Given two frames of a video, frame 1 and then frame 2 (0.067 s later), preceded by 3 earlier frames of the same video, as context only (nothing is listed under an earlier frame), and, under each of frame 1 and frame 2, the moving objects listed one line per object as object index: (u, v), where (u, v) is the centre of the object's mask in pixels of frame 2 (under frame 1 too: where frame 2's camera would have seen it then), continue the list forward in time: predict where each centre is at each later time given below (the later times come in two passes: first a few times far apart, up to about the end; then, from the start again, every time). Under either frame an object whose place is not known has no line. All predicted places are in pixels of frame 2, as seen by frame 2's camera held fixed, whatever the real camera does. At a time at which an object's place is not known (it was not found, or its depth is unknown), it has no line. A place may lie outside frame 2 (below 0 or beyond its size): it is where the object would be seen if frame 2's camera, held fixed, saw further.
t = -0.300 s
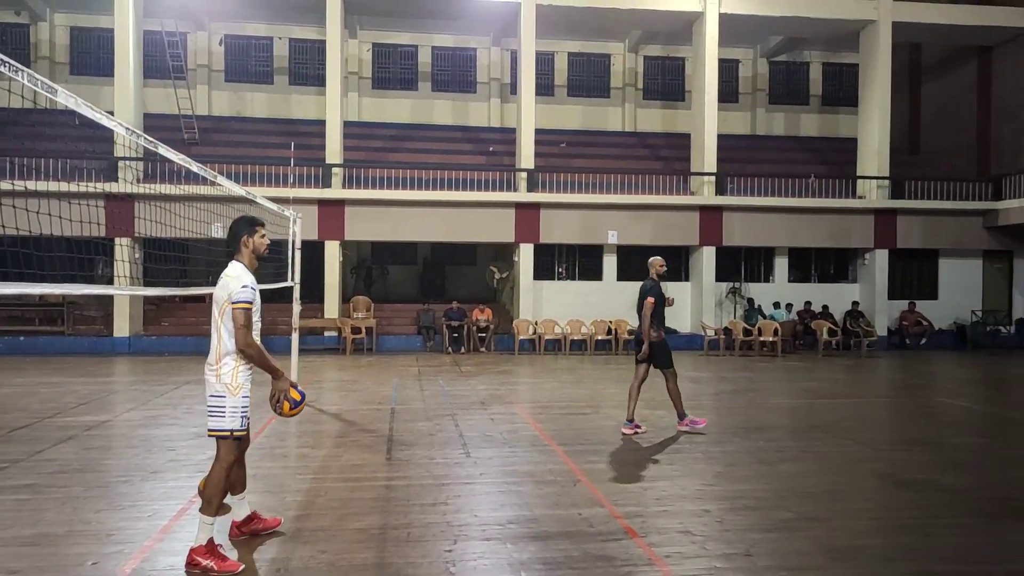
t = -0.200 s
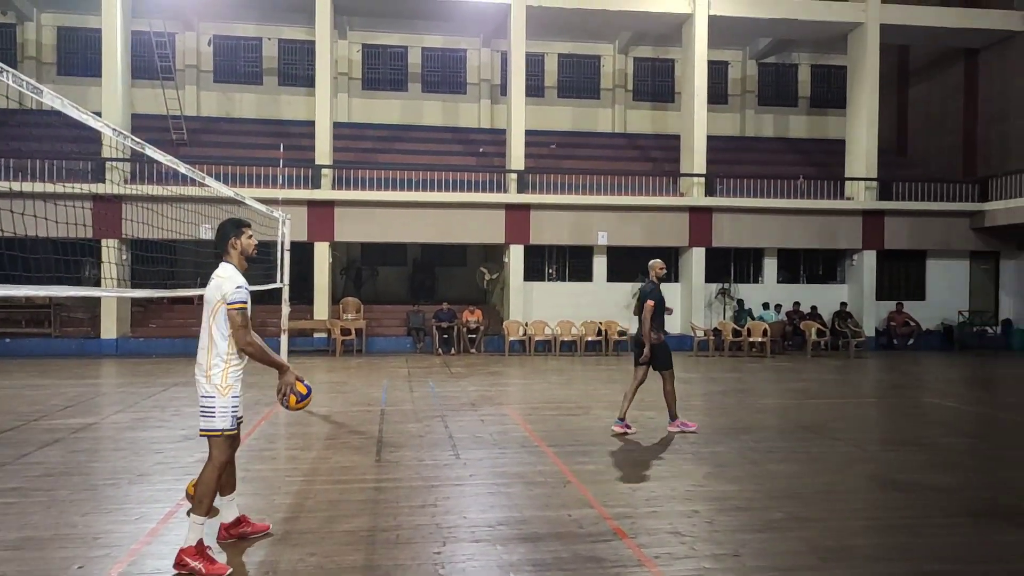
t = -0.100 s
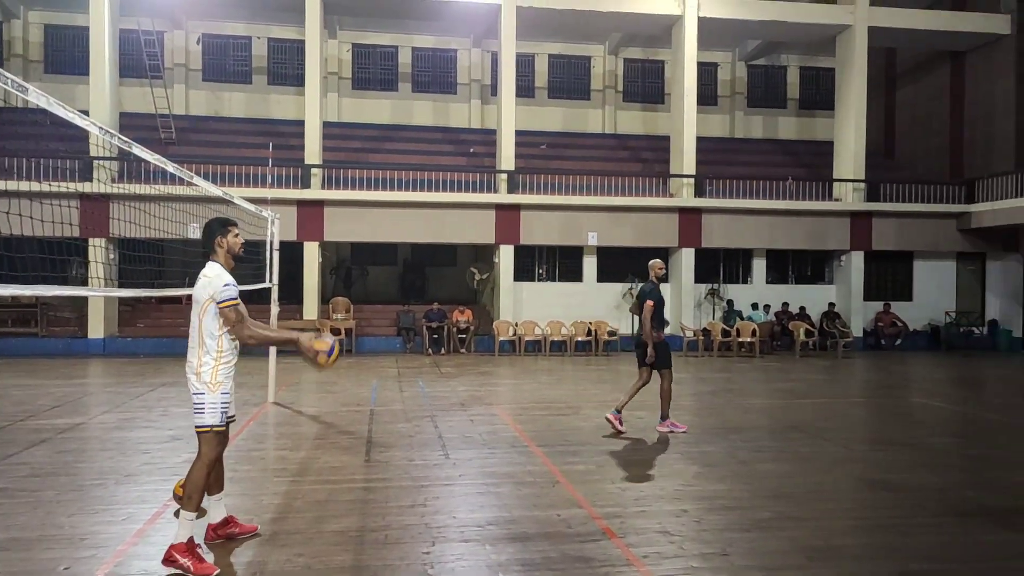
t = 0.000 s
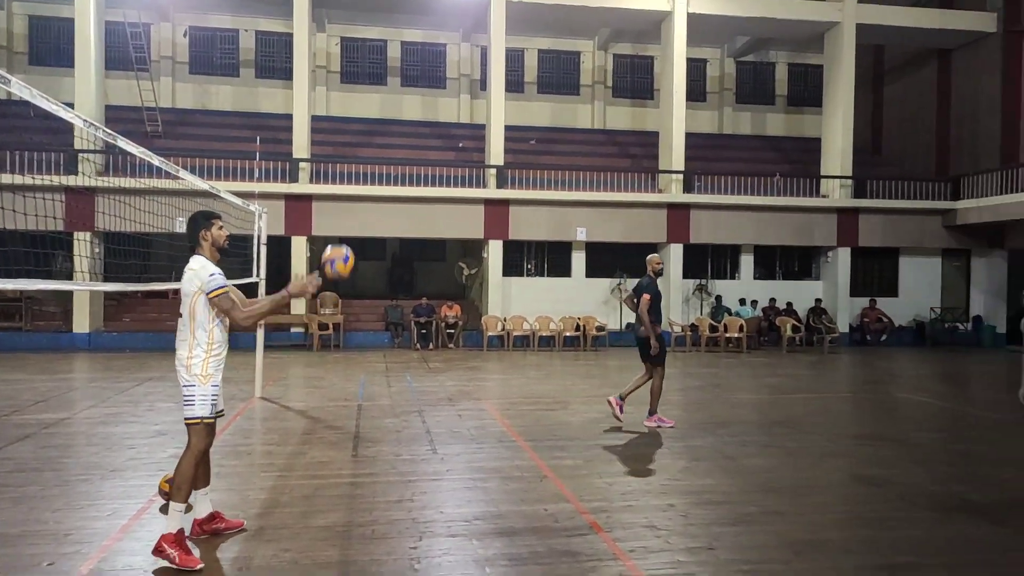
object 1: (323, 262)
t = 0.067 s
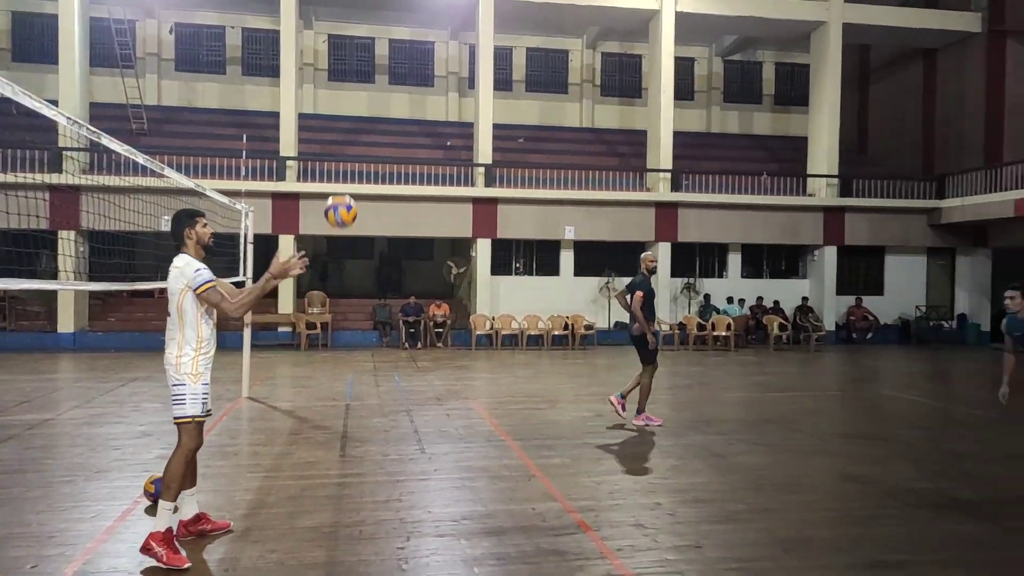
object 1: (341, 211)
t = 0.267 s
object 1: (379, 109)
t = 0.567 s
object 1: (433, 73)
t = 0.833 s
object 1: (483, 144)
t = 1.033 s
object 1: (517, 252)
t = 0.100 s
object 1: (347, 190)
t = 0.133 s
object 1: (354, 169)
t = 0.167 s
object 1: (361, 152)
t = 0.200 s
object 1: (367, 136)
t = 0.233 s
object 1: (373, 123)
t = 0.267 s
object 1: (379, 109)
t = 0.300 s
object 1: (386, 100)
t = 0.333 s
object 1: (392, 91)
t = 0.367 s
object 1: (398, 83)
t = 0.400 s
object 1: (403, 78)
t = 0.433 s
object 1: (409, 73)
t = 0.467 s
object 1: (415, 71)
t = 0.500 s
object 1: (421, 70)
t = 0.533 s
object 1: (427, 71)
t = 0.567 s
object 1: (433, 73)
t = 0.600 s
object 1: (439, 77)
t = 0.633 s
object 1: (446, 82)
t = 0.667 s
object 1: (452, 89)
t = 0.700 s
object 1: (459, 97)
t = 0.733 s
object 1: (464, 106)
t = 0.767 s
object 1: (470, 117)
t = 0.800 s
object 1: (476, 130)
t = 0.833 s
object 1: (483, 144)
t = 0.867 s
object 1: (489, 158)
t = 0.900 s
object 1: (494, 174)
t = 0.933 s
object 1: (501, 193)
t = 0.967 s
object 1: (505, 211)
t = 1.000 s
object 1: (512, 232)
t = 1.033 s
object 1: (517, 252)
